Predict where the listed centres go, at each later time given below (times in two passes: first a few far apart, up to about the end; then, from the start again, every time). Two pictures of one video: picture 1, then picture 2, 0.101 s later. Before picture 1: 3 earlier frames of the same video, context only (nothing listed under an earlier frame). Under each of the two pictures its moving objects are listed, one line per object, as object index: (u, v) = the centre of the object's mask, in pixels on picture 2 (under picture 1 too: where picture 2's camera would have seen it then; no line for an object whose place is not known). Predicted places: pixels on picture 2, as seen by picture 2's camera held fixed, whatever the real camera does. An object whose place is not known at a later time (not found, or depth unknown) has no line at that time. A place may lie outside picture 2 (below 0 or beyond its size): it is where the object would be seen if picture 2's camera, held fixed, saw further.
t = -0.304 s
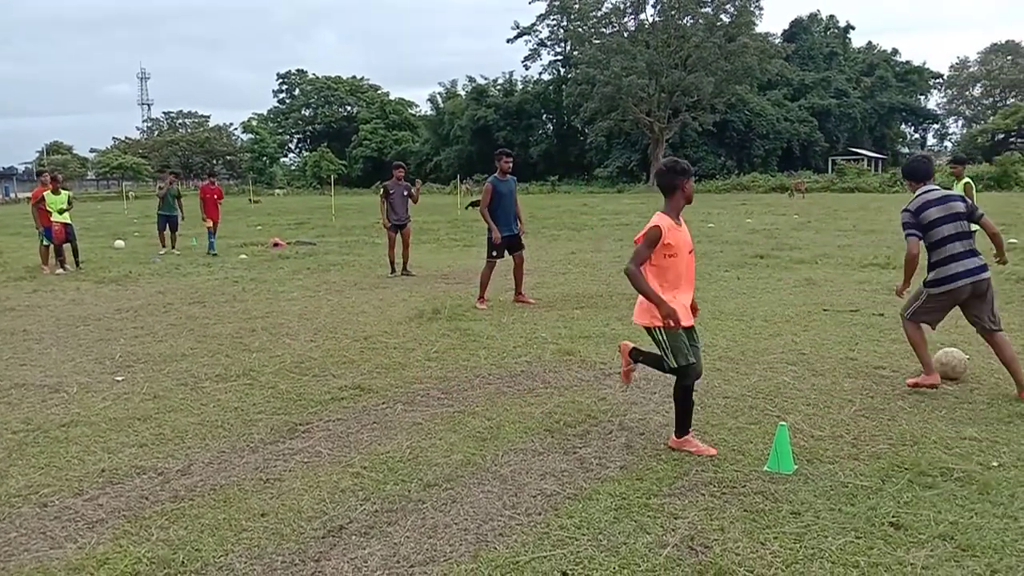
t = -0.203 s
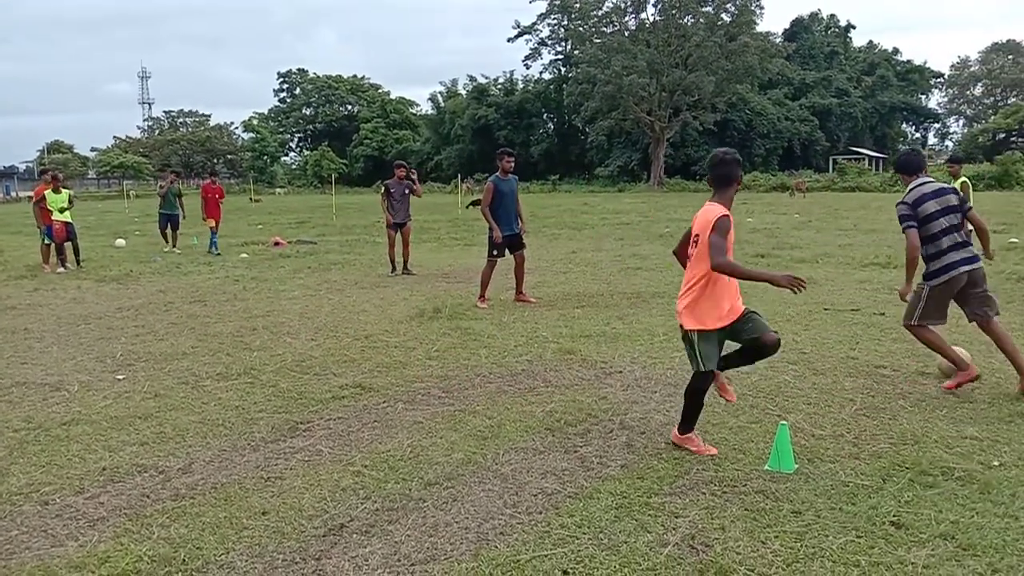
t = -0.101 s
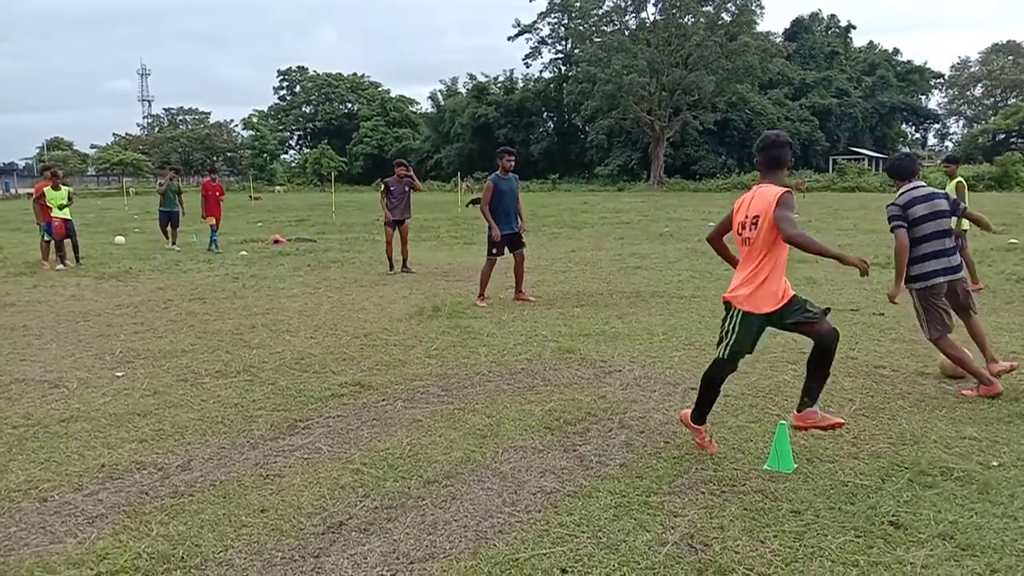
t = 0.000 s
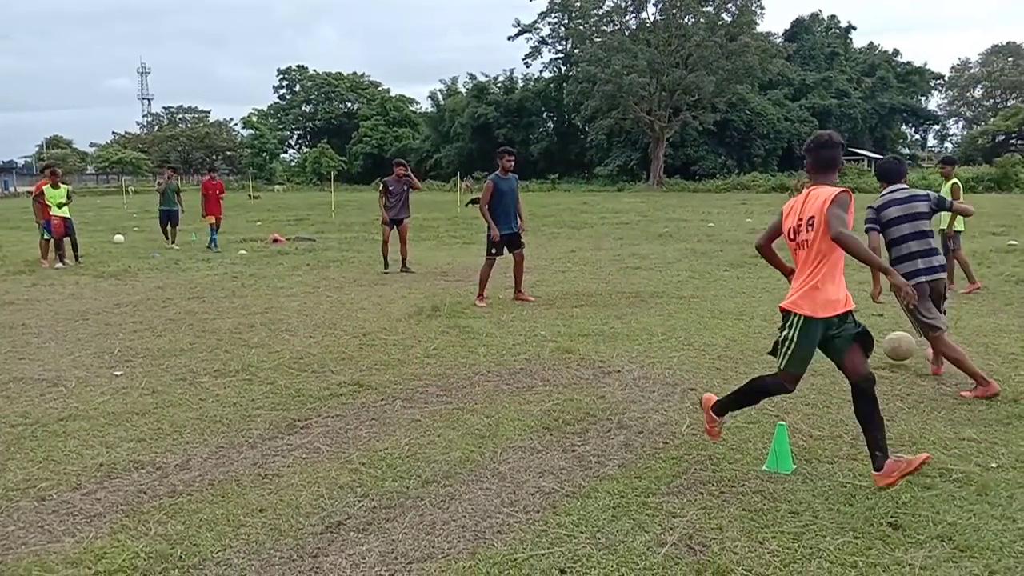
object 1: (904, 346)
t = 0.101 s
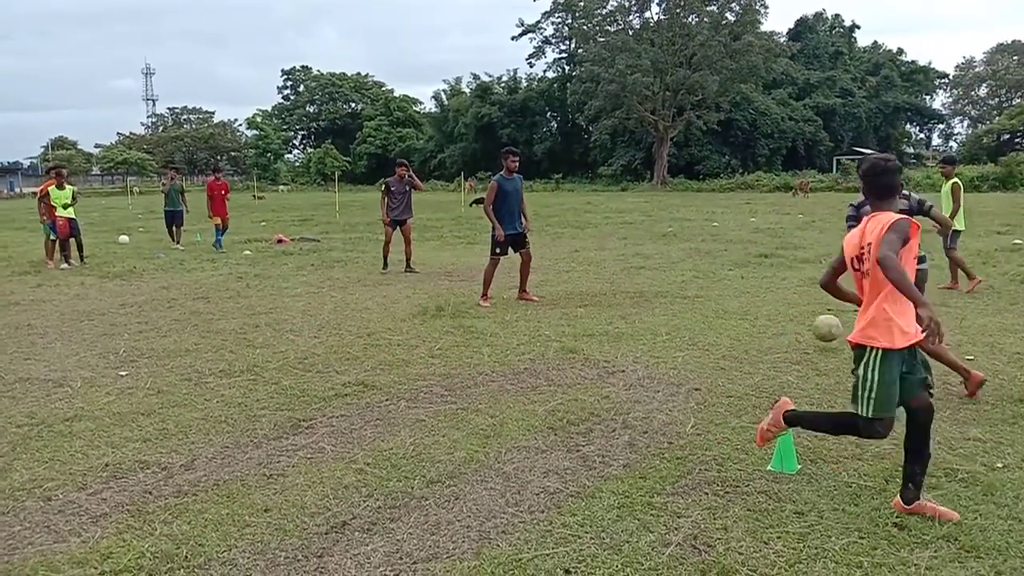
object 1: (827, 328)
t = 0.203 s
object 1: (760, 325)
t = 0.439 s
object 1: (664, 307)
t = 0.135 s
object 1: (803, 325)
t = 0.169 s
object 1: (781, 324)
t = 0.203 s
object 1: (760, 325)
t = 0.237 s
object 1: (744, 321)
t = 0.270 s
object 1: (730, 316)
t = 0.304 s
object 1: (715, 311)
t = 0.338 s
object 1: (701, 310)
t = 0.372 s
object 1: (688, 309)
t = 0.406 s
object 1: (676, 309)
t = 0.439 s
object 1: (664, 307)
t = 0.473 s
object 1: (652, 304)
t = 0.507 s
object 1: (642, 302)
